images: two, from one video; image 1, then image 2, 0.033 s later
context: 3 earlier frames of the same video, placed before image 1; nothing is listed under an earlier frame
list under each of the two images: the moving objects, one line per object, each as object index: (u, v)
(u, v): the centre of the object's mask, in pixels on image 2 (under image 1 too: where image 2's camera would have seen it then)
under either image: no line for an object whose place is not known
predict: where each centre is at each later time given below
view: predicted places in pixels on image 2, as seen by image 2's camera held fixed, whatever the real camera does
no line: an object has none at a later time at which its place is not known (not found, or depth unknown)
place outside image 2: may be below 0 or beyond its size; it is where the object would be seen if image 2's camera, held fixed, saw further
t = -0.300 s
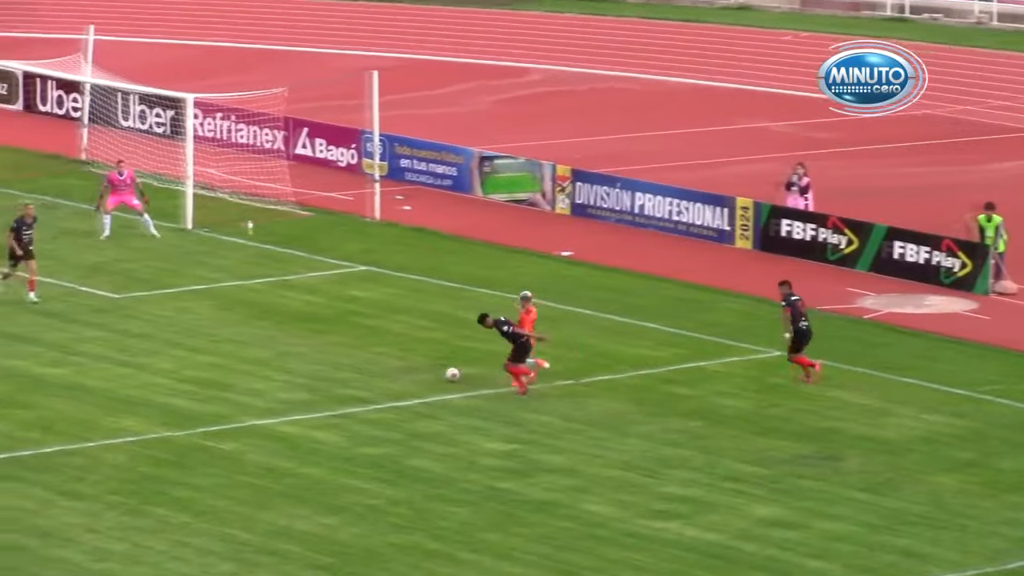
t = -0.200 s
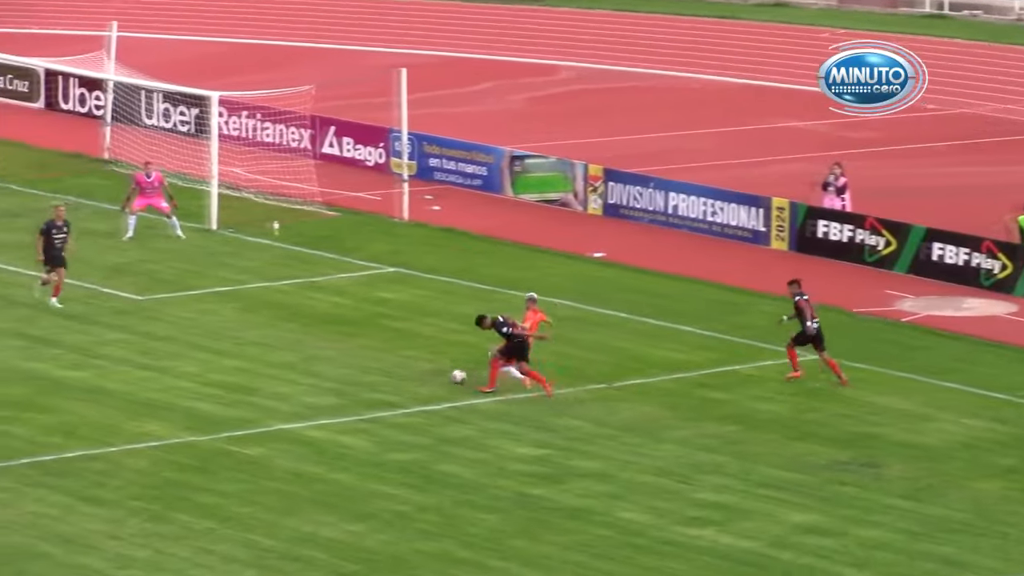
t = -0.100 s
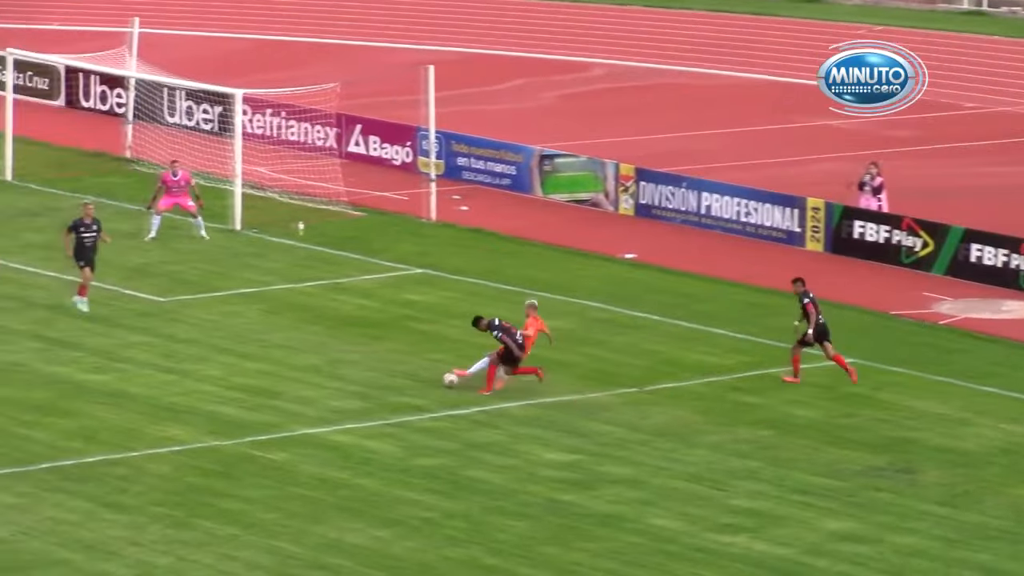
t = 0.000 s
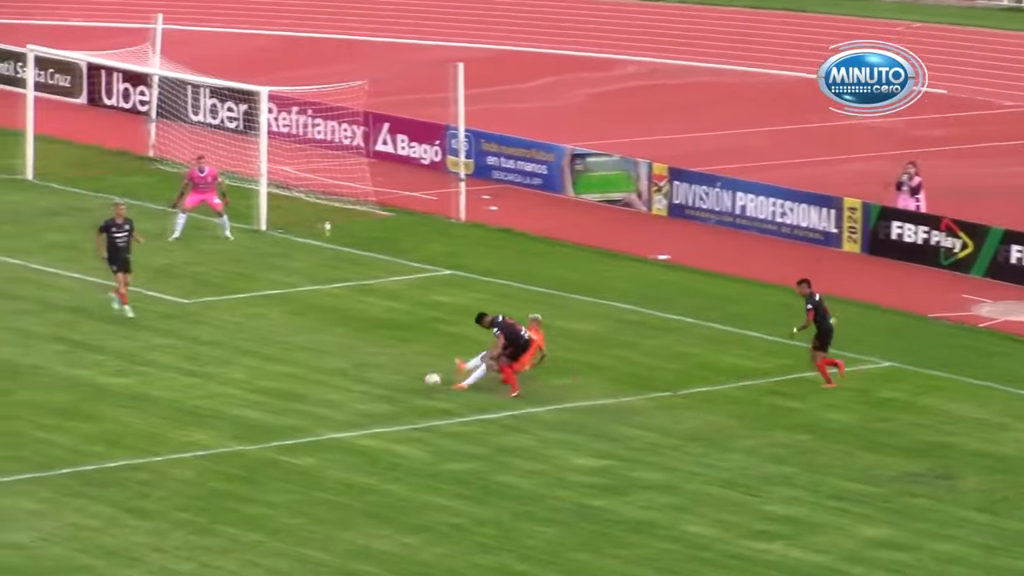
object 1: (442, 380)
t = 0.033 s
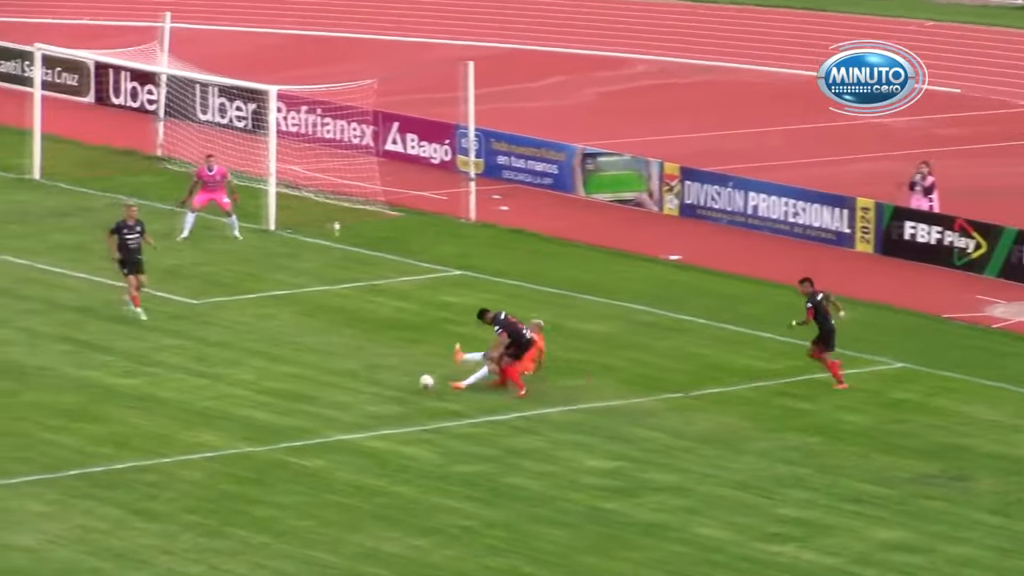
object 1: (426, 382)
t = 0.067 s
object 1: (411, 383)
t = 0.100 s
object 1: (396, 386)
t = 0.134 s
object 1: (381, 389)
